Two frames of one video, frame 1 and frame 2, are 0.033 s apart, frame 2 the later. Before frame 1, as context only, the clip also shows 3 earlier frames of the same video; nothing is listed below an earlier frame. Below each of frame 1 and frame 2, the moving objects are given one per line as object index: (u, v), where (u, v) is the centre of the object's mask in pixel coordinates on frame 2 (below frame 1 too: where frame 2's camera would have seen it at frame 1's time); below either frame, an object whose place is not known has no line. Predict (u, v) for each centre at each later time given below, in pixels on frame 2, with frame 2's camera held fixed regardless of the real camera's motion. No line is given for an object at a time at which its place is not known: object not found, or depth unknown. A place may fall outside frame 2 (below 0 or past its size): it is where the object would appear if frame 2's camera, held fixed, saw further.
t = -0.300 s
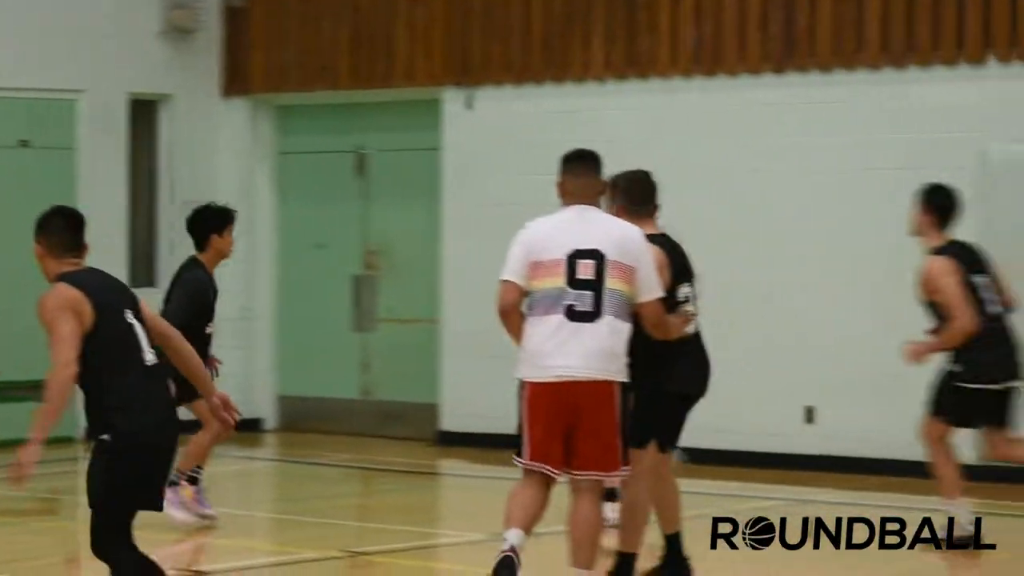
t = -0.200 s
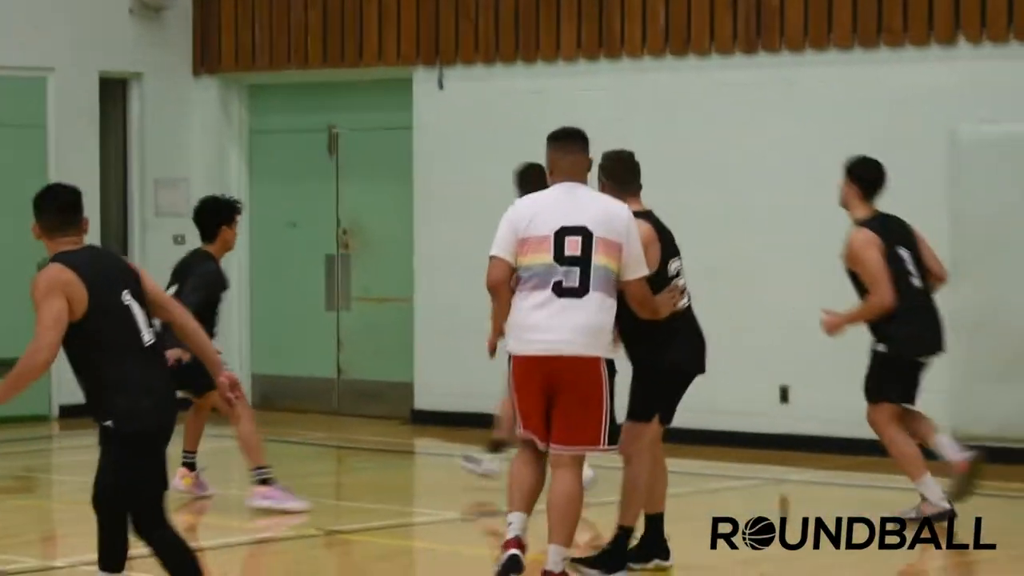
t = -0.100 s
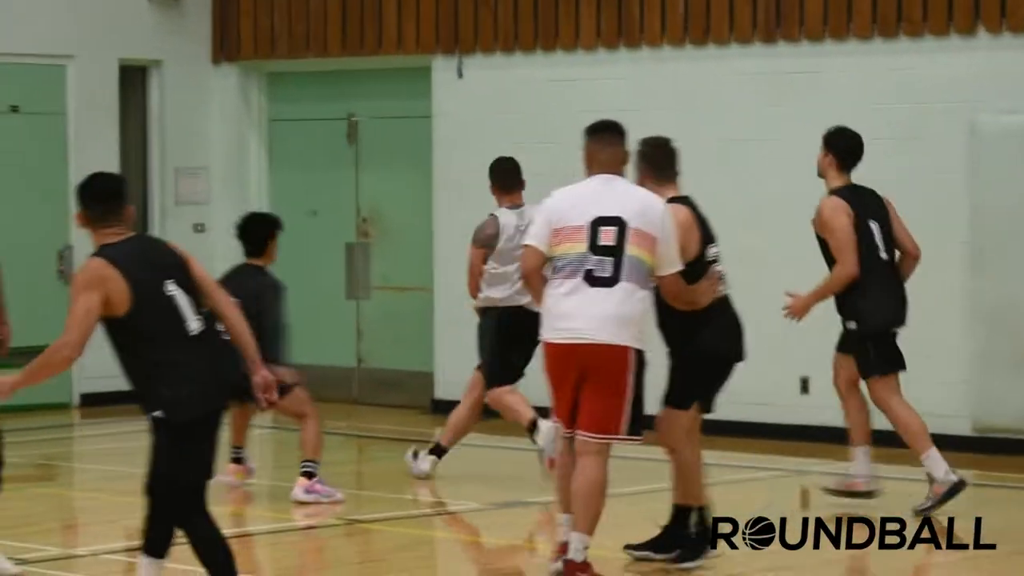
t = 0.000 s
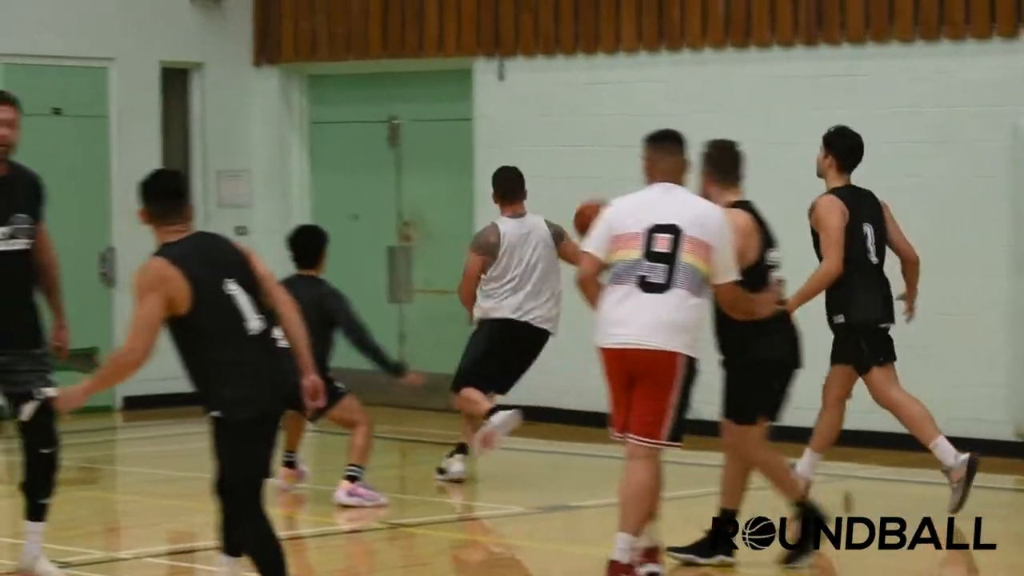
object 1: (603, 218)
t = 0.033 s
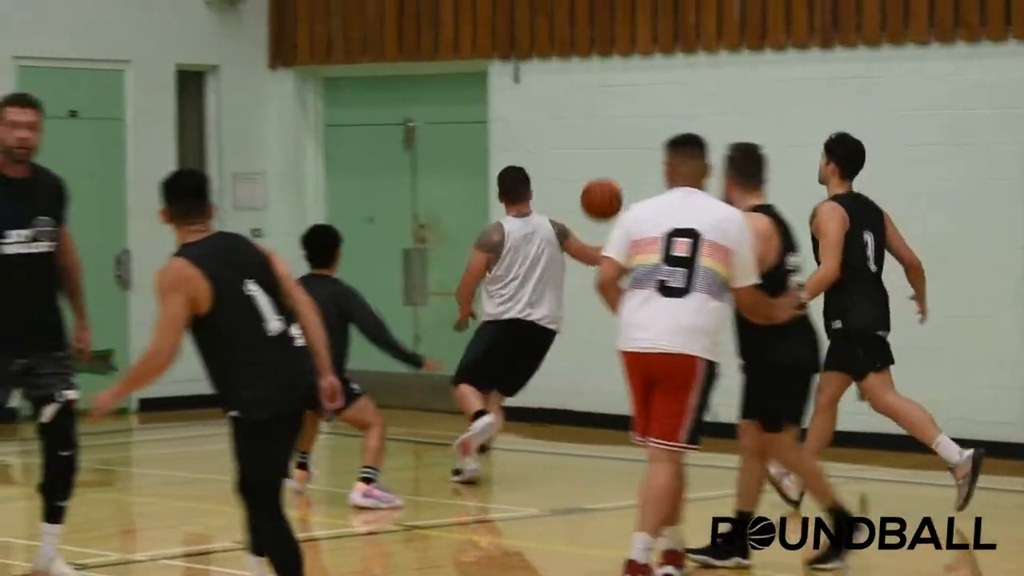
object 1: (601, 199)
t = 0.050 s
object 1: (596, 188)
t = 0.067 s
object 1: (592, 178)
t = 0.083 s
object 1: (588, 169)
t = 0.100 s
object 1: (584, 160)
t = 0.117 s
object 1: (579, 151)
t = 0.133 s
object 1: (575, 143)
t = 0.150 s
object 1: (571, 135)
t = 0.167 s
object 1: (567, 127)
